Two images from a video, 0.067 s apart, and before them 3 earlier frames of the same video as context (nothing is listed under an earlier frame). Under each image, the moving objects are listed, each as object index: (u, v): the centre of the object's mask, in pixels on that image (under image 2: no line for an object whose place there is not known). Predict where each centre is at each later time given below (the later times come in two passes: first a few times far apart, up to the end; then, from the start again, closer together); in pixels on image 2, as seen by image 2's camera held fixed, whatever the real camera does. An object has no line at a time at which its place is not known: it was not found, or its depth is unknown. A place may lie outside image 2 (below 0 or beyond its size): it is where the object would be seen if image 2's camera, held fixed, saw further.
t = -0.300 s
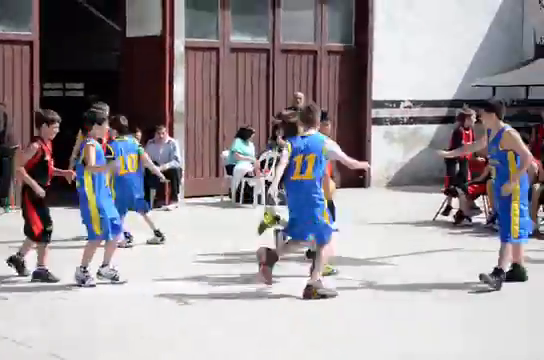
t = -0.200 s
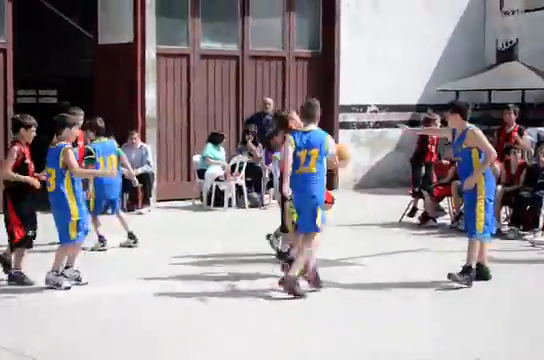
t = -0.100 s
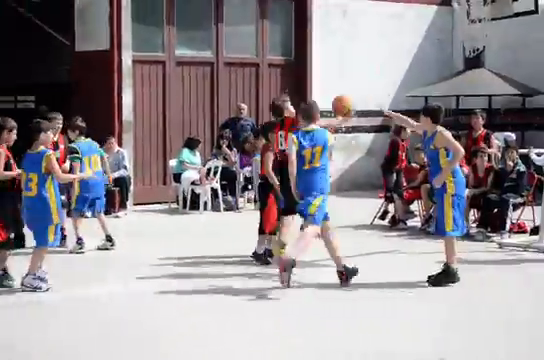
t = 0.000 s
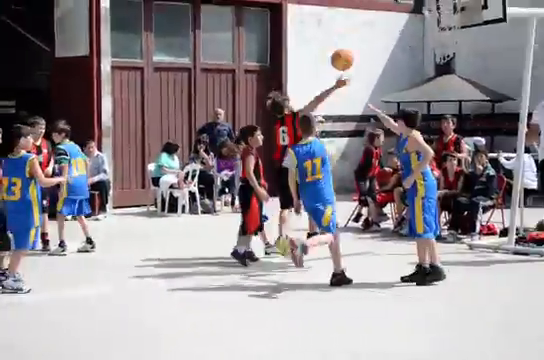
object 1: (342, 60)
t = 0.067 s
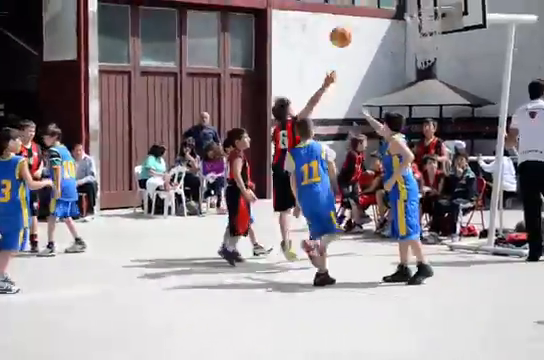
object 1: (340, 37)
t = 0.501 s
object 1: (435, -38)
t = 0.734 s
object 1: (437, -4)
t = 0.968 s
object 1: (423, 26)
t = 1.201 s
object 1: (429, 68)
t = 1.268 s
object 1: (435, 95)
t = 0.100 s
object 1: (347, 24)
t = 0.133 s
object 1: (357, 13)
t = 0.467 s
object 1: (427, -39)
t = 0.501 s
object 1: (435, -38)
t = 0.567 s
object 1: (448, -32)
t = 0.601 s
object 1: (450, -28)
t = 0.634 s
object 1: (447, -22)
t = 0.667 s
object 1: (445, -18)
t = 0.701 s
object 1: (441, -12)
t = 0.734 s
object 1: (437, -4)
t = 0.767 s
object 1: (432, 1)
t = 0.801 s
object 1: (430, 4)
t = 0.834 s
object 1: (426, 12)
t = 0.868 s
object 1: (425, 15)
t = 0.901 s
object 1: (422, 21)
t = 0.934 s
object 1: (423, 27)
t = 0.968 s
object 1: (423, 26)
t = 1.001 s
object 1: (424, 30)
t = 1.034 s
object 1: (425, 39)
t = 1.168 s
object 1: (430, 65)
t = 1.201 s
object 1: (429, 68)
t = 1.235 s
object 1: (433, 85)
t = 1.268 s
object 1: (435, 95)
